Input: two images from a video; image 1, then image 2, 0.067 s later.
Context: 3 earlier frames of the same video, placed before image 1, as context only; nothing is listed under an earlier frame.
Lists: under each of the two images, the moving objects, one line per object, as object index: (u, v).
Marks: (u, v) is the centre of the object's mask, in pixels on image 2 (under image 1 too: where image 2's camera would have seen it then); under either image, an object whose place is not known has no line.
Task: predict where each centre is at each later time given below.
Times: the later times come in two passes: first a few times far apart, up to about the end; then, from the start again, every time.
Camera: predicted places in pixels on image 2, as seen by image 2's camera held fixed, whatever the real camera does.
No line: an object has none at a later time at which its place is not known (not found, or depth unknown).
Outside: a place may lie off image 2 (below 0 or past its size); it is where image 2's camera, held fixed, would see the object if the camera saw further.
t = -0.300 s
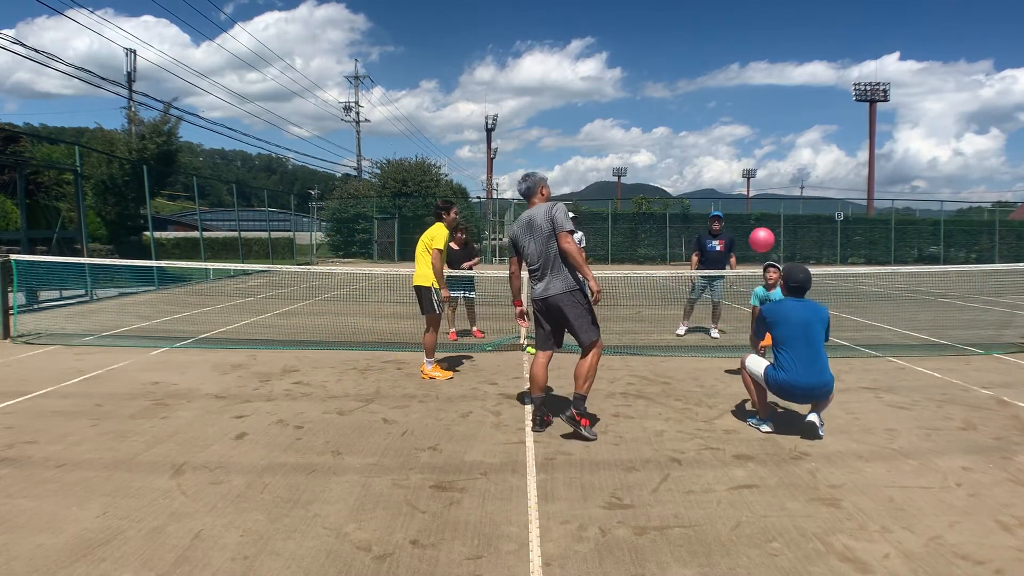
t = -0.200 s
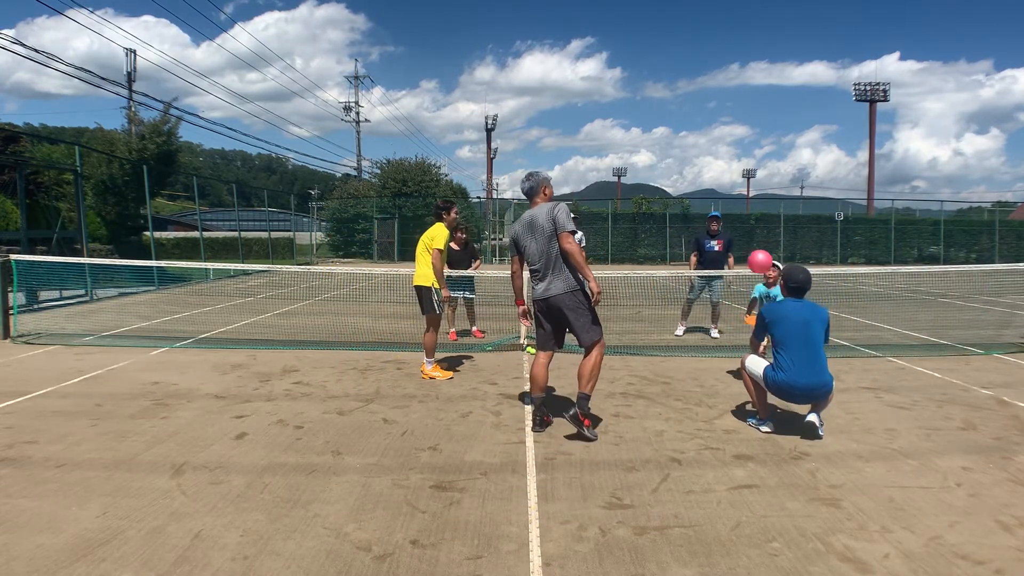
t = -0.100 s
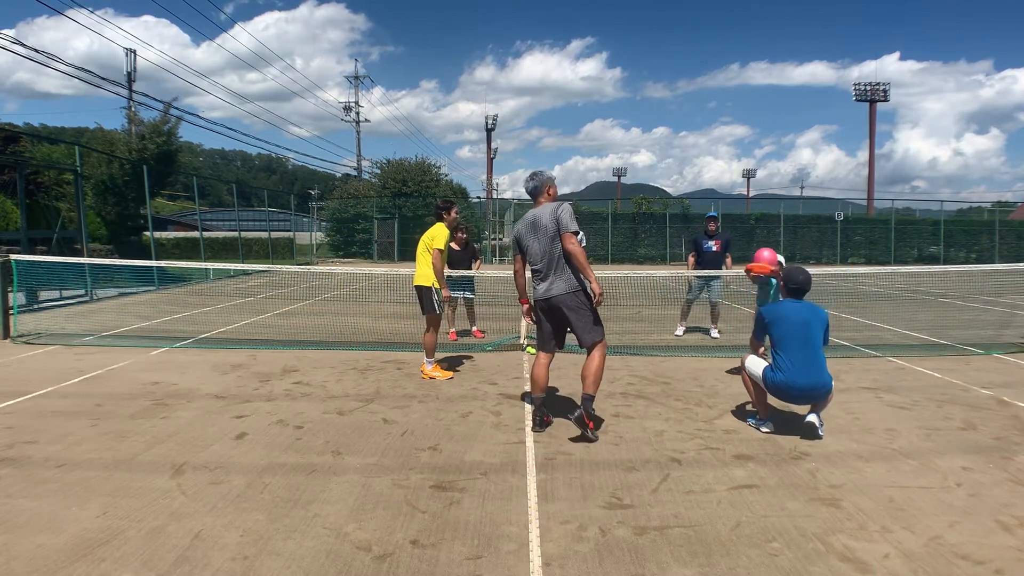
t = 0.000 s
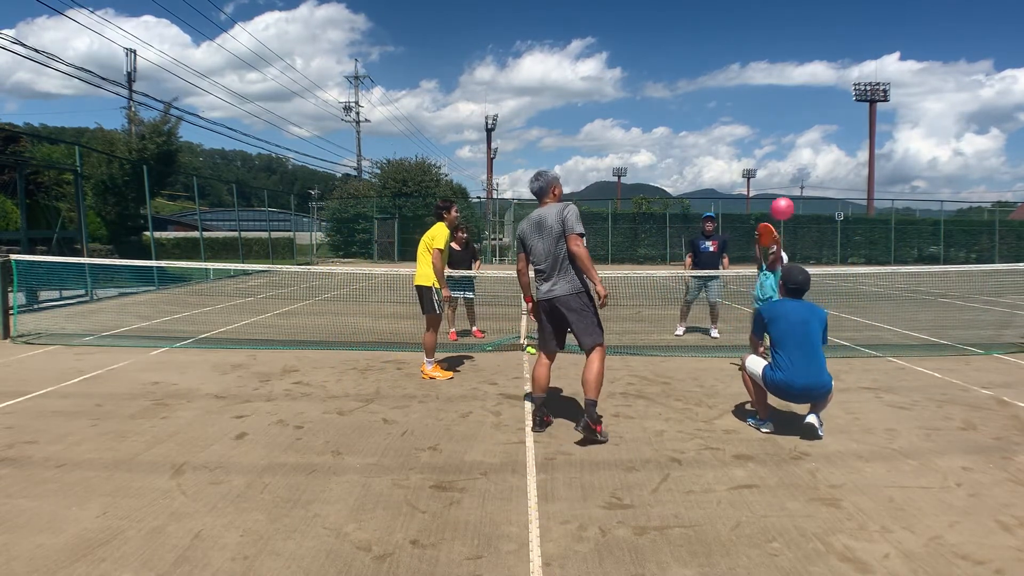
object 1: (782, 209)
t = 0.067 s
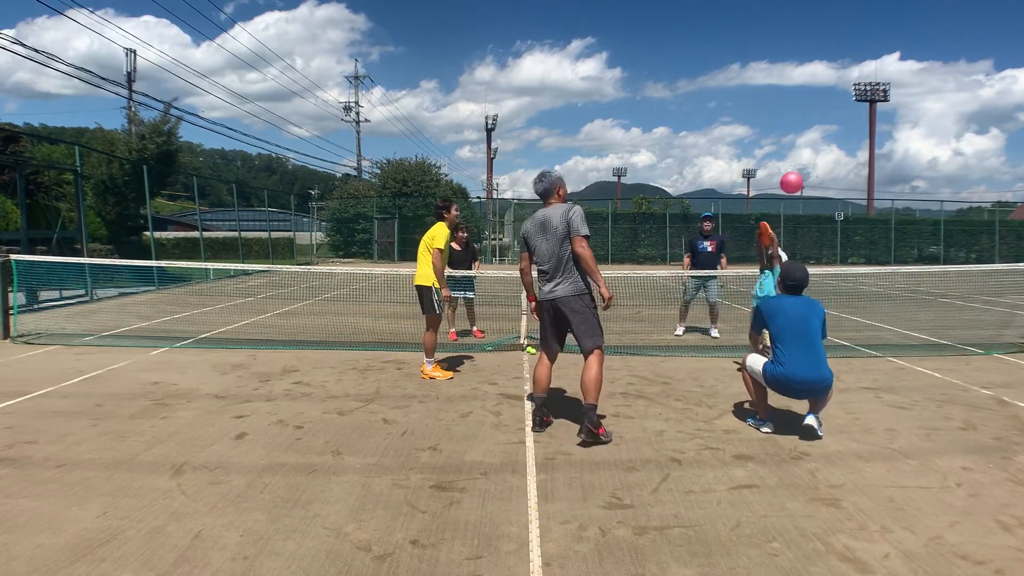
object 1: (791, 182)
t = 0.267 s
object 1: (816, 136)
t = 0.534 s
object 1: (843, 140)
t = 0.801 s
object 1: (865, 197)
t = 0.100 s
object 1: (796, 172)
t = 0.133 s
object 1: (800, 162)
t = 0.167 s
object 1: (804, 154)
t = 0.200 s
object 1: (808, 147)
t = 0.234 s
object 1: (813, 141)
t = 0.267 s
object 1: (816, 136)
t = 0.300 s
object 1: (820, 133)
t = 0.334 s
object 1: (824, 131)
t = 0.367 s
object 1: (827, 130)
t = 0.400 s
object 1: (831, 130)
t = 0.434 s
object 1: (834, 132)
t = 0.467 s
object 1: (837, 133)
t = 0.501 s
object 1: (840, 136)
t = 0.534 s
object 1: (843, 140)
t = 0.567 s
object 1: (846, 144)
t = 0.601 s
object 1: (849, 149)
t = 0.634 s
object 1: (852, 156)
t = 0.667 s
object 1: (855, 163)
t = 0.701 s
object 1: (858, 171)
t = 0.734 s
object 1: (860, 179)
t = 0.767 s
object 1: (863, 188)
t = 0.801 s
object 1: (865, 197)
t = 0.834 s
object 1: (868, 208)
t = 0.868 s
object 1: (870, 219)
